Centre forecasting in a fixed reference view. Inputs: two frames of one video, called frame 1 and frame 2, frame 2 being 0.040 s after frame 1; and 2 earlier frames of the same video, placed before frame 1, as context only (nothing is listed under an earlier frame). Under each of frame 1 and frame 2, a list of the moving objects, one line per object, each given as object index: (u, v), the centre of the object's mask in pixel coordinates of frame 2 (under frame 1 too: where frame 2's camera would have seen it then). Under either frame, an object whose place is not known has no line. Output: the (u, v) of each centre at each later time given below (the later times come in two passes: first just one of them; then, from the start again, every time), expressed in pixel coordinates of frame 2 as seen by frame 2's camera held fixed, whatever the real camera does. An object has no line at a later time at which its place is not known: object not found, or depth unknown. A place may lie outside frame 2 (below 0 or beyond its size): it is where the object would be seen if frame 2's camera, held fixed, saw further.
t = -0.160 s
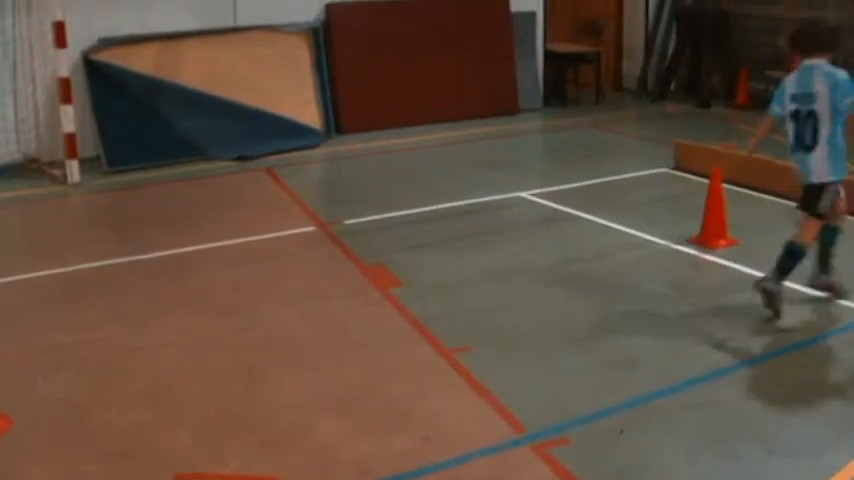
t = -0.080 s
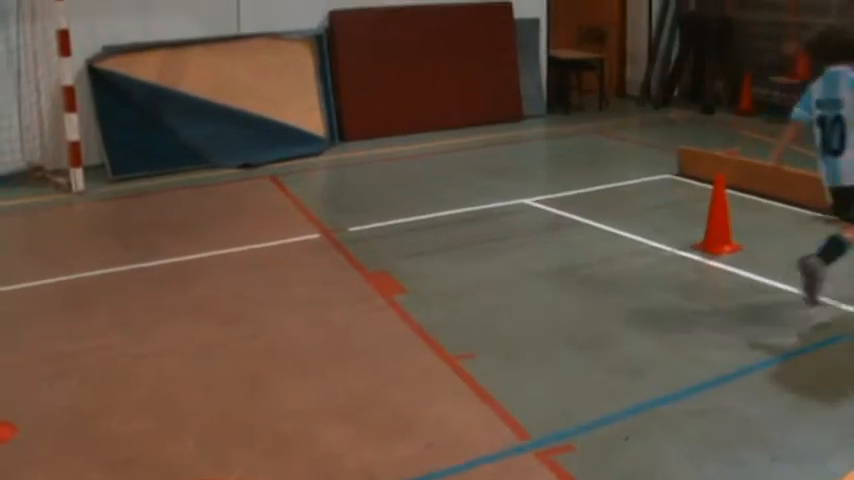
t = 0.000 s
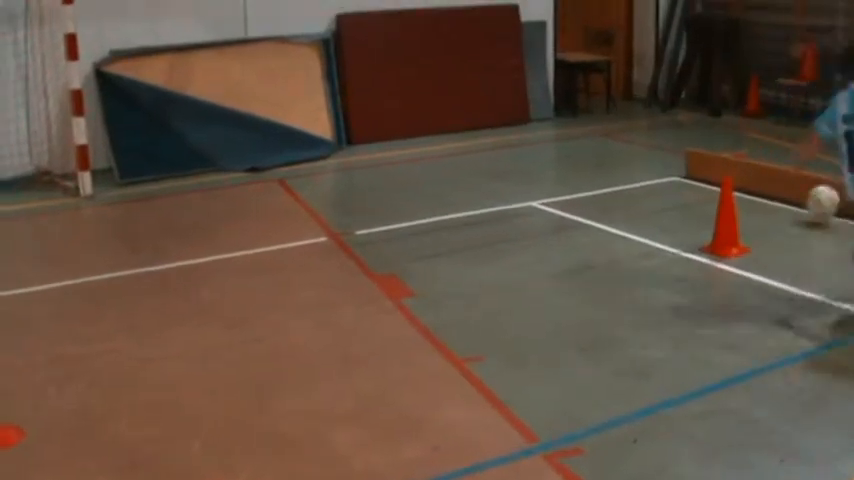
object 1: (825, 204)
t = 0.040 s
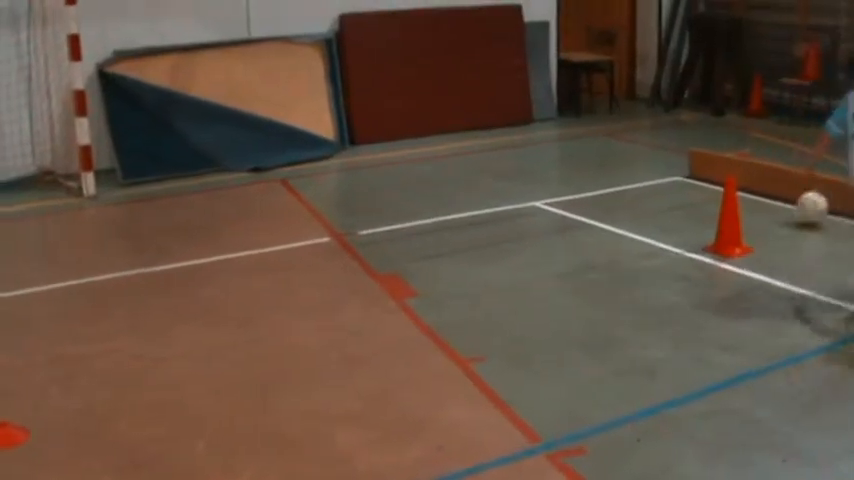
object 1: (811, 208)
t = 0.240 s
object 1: (763, 212)
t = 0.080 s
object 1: (801, 206)
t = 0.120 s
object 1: (791, 206)
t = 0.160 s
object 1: (781, 207)
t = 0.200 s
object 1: (773, 209)
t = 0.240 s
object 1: (763, 212)
